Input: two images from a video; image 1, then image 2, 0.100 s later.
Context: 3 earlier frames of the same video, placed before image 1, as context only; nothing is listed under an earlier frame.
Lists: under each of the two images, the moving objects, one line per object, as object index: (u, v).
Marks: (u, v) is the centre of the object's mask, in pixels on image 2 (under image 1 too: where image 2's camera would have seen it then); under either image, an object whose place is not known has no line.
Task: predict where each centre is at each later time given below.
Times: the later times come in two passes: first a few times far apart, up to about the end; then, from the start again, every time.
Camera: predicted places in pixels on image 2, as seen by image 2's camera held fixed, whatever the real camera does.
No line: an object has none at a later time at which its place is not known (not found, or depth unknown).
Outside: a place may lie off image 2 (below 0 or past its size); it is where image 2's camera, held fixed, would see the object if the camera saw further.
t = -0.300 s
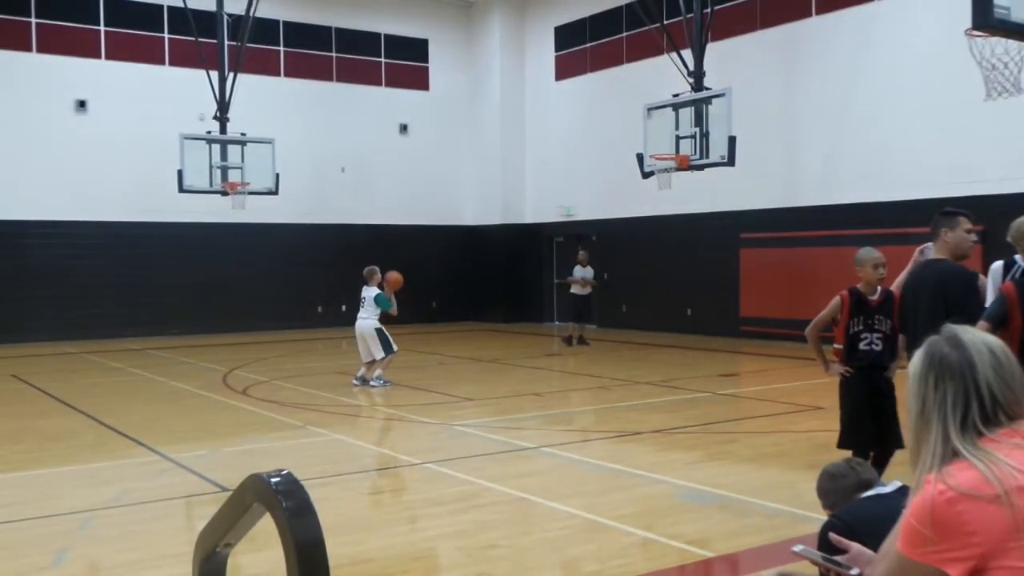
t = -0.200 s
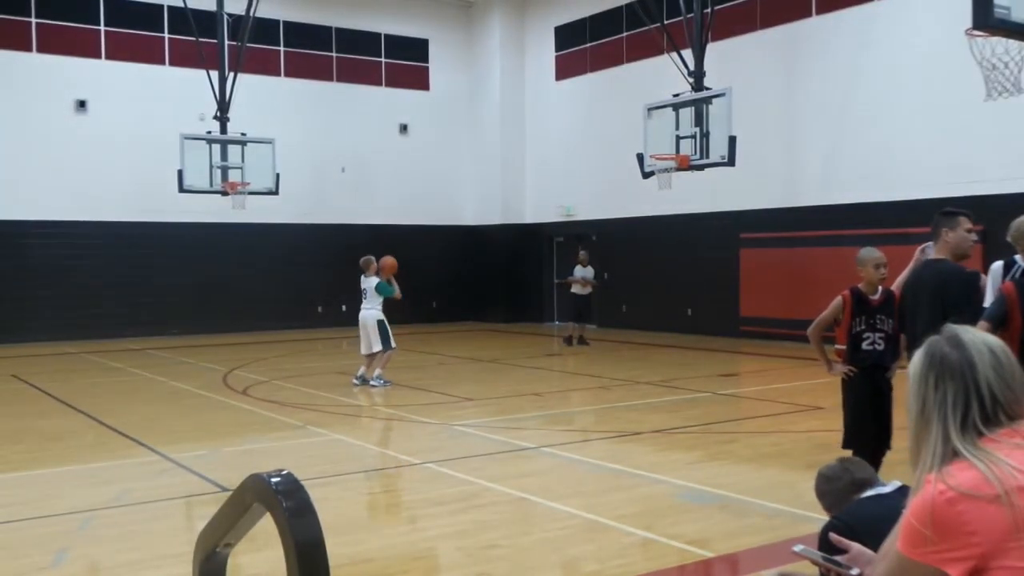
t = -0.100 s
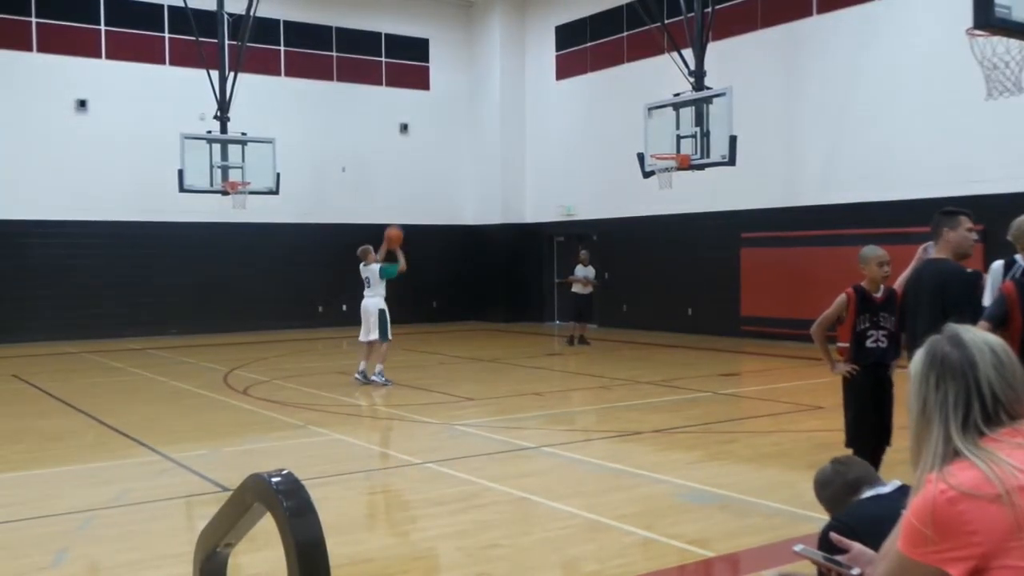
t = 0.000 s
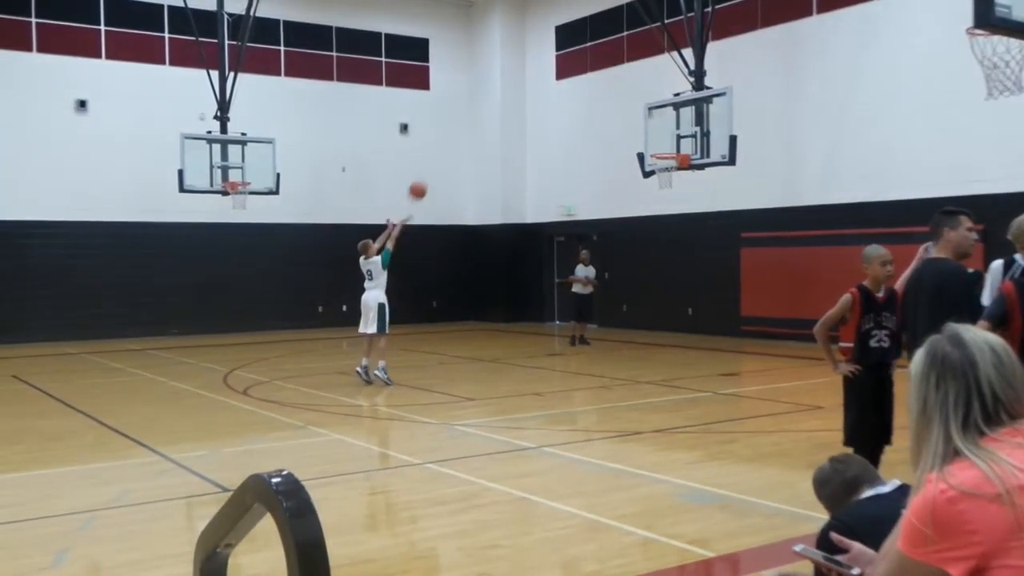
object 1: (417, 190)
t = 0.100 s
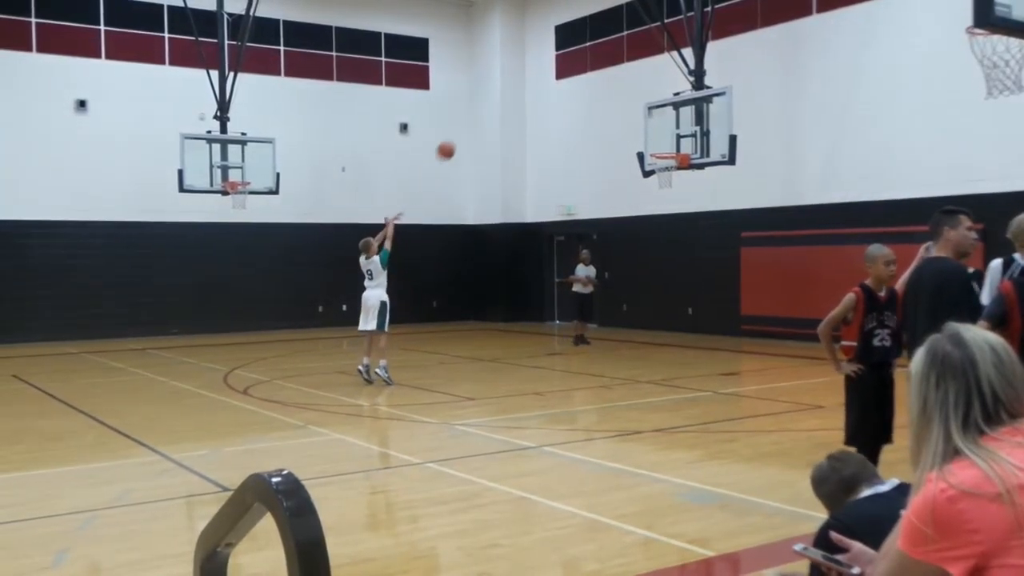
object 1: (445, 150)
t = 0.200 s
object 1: (473, 119)
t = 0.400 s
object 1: (524, 82)
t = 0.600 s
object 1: (572, 74)
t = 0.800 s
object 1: (617, 95)
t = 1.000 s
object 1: (659, 141)
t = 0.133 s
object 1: (455, 139)
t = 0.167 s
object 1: (464, 129)
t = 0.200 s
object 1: (473, 119)
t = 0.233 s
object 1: (482, 111)
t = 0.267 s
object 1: (490, 104)
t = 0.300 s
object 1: (499, 97)
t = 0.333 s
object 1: (508, 91)
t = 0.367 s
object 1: (516, 86)
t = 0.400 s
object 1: (524, 82)
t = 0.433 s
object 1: (532, 79)
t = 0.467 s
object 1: (541, 76)
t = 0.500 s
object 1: (548, 75)
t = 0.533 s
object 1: (557, 74)
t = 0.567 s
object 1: (564, 73)
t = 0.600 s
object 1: (572, 74)
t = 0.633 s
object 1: (580, 76)
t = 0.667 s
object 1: (588, 78)
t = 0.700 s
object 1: (595, 82)
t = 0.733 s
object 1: (603, 85)
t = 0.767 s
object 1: (610, 90)
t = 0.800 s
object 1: (617, 95)
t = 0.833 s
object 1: (624, 101)
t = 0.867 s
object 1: (631, 108)
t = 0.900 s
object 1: (638, 115)
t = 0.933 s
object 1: (645, 124)
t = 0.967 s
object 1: (652, 132)
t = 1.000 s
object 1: (659, 141)
